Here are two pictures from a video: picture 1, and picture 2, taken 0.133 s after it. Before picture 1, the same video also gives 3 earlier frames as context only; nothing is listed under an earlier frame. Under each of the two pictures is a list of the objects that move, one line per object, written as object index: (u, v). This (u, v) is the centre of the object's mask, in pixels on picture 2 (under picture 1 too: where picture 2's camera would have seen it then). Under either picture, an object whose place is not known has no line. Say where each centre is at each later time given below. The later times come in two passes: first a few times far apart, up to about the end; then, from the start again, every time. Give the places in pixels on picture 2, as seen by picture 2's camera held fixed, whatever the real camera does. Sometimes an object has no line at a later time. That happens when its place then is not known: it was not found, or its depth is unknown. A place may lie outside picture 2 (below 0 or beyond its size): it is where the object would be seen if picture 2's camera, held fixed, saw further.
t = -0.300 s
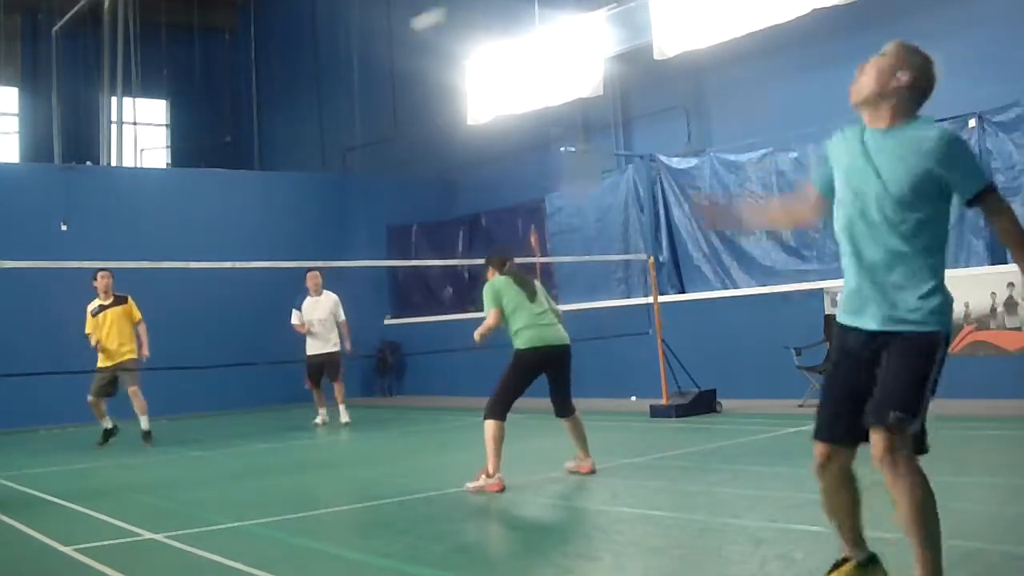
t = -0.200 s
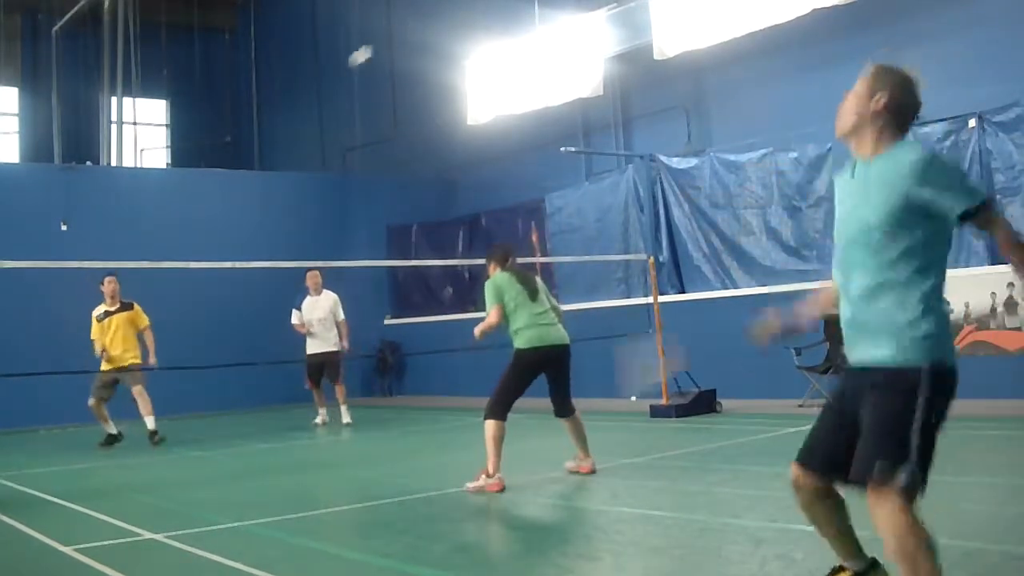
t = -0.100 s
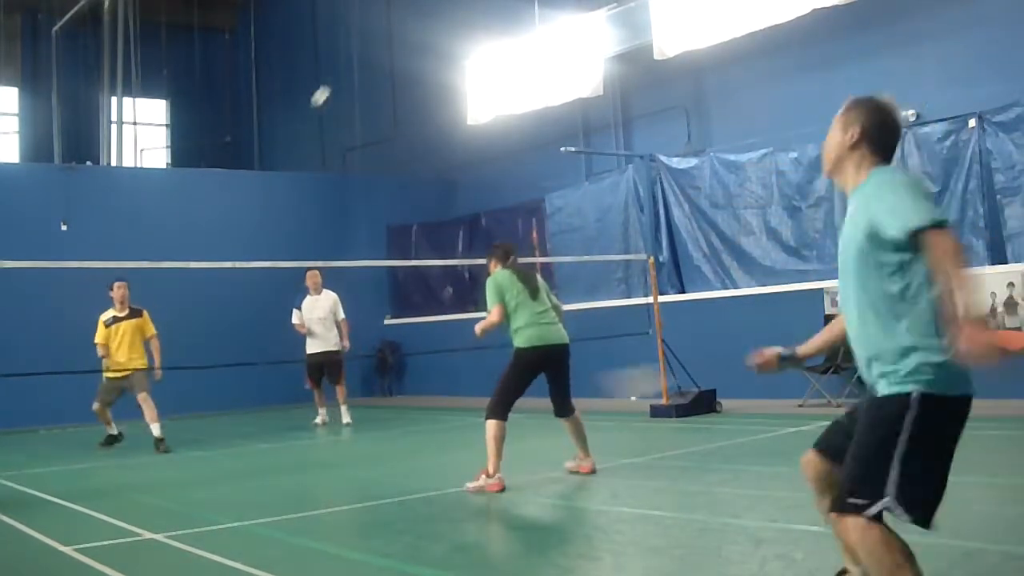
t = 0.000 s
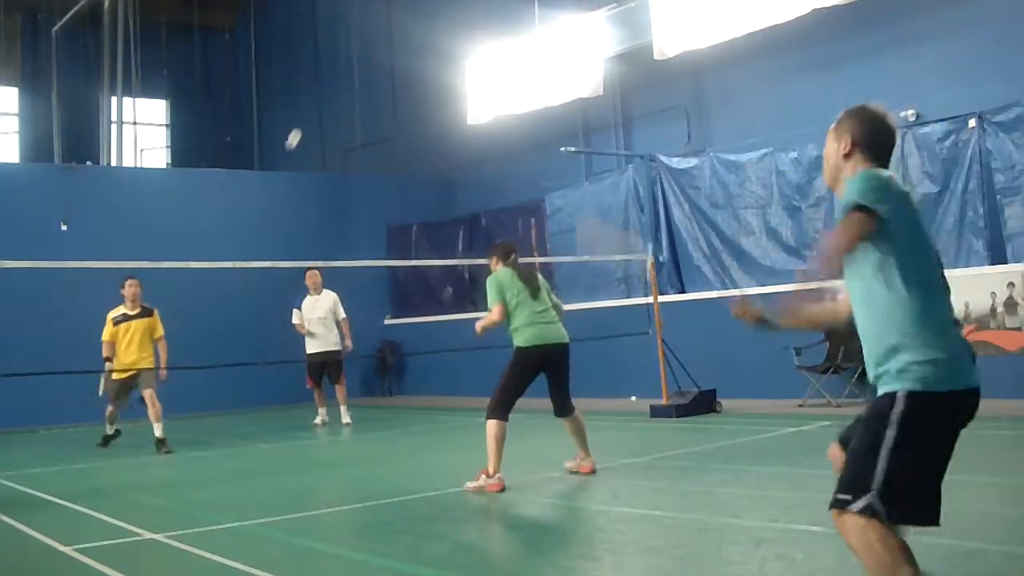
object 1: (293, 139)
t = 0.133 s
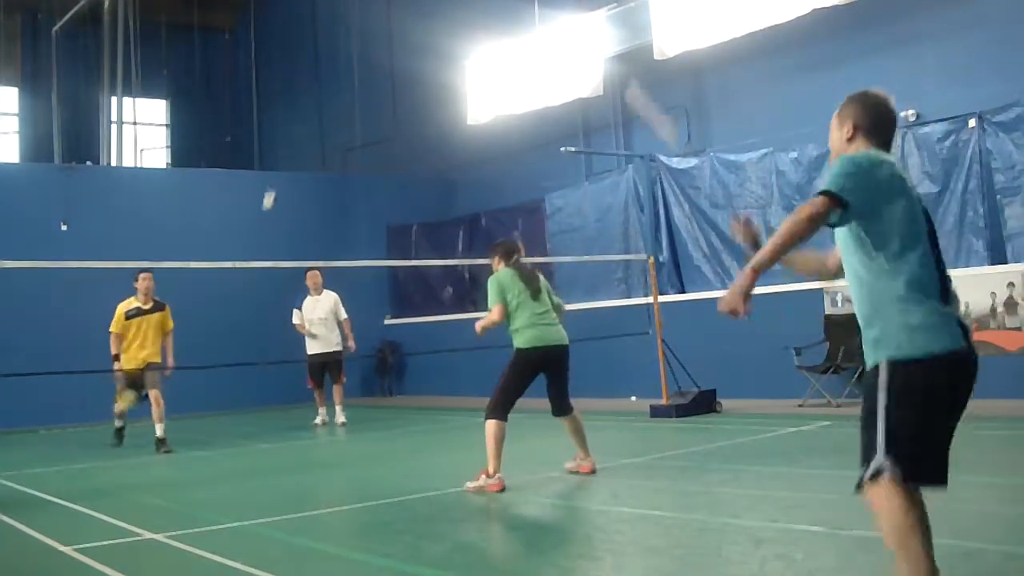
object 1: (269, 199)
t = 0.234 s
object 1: (259, 249)
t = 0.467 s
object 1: (254, 313)
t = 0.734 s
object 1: (261, 411)
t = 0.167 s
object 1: (264, 216)
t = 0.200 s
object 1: (261, 232)
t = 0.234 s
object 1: (259, 249)
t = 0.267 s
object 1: (254, 267)
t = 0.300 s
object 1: (252, 282)
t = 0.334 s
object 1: (253, 295)
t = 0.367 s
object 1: (253, 301)
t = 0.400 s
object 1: (252, 305)
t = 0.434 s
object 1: (253, 309)
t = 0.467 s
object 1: (254, 313)
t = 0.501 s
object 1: (255, 320)
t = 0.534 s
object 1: (257, 330)
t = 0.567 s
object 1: (259, 341)
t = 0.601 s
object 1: (260, 352)
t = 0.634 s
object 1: (260, 366)
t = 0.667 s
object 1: (260, 380)
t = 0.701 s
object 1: (261, 395)
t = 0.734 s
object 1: (261, 411)
